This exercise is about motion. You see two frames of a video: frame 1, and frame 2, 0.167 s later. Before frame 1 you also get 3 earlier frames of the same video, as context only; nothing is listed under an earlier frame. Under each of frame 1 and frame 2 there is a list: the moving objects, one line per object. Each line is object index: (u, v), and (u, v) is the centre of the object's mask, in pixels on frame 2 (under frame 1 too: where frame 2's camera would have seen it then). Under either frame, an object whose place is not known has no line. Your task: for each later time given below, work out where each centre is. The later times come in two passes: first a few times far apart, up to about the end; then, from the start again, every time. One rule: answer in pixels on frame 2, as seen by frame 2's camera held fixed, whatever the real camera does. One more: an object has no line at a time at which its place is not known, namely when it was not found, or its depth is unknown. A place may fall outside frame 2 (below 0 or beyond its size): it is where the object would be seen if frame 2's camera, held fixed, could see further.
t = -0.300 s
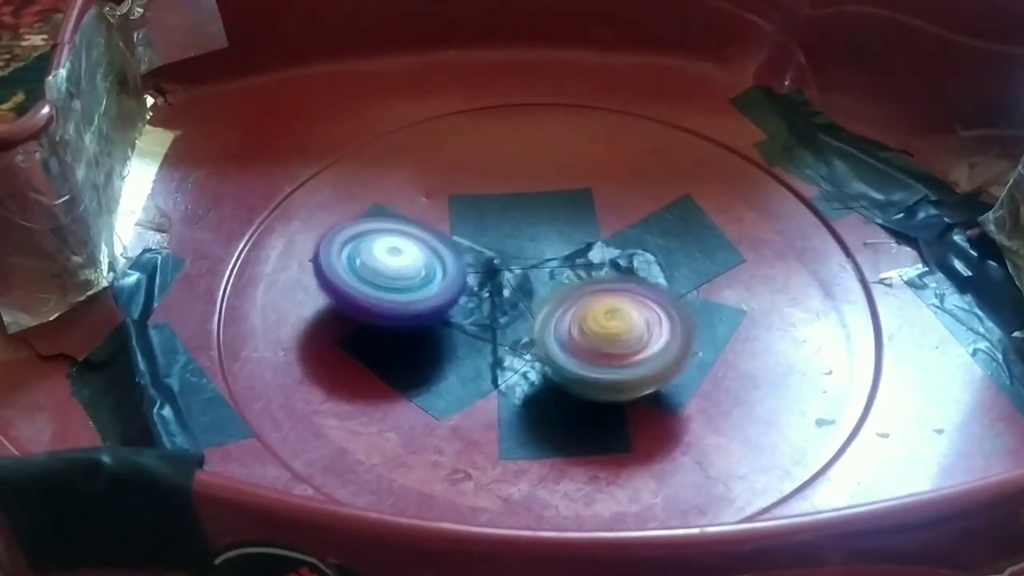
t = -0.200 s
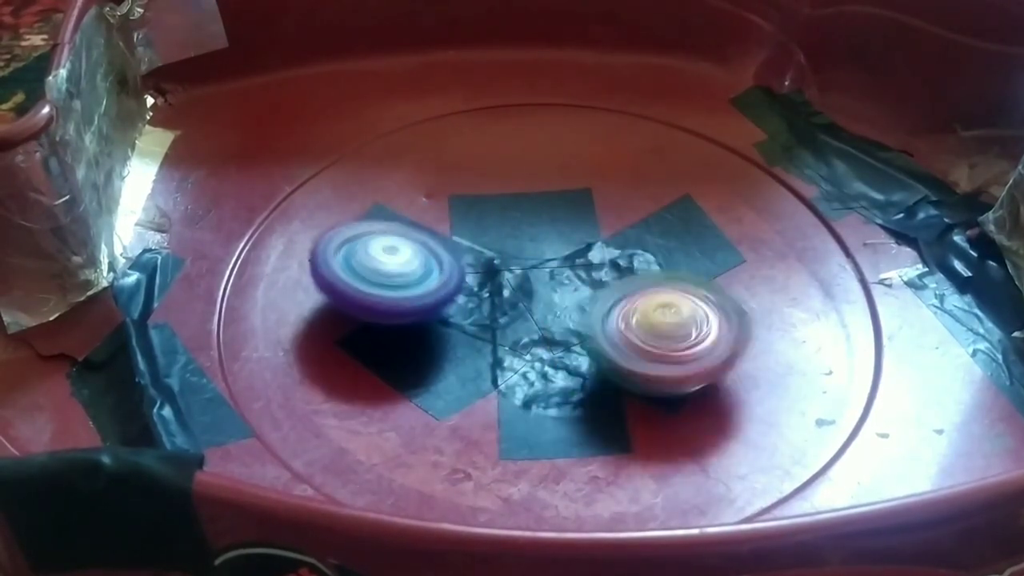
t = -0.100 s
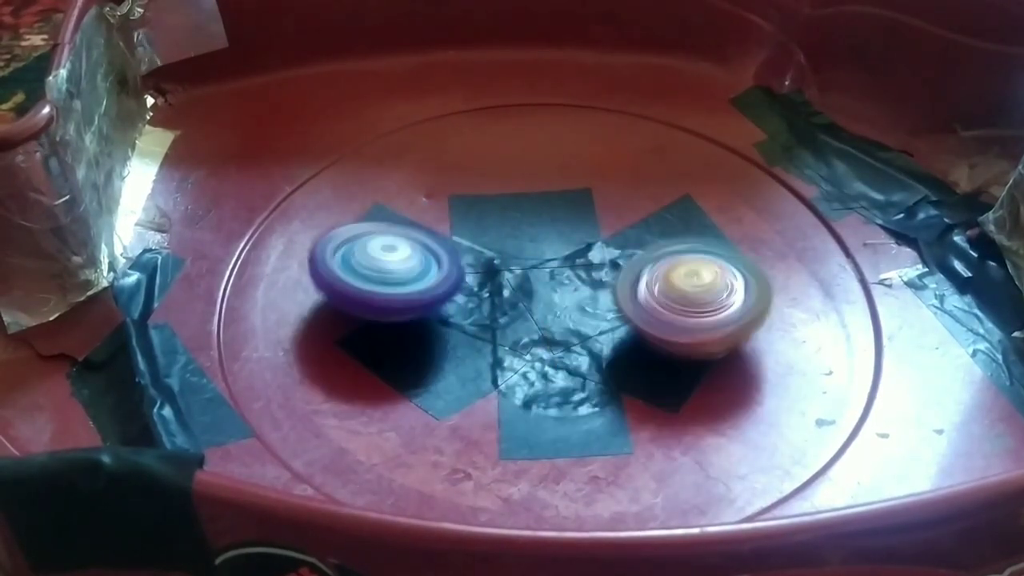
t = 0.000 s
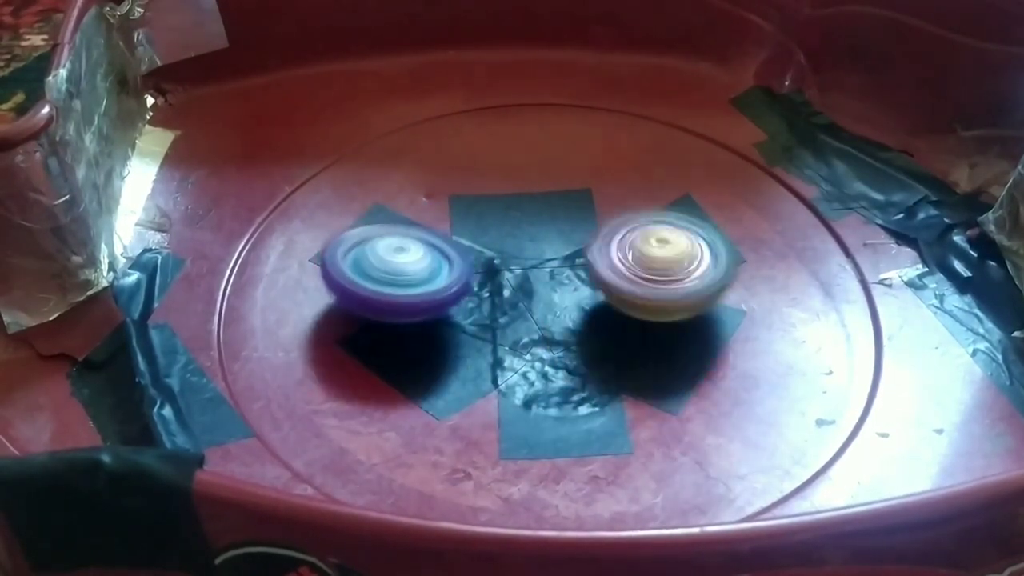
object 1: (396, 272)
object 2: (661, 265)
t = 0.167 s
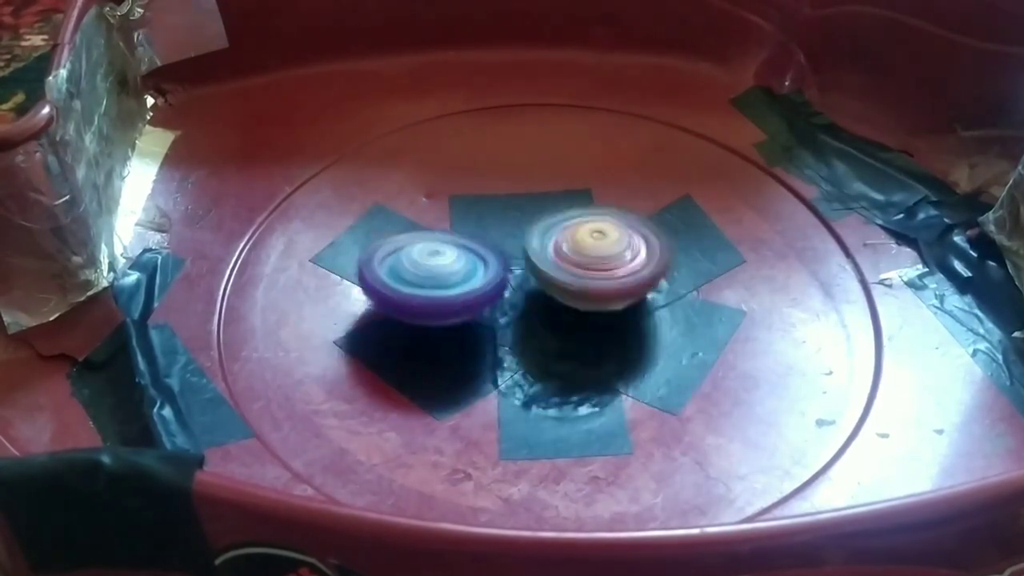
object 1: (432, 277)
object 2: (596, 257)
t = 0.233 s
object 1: (434, 287)
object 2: (600, 251)
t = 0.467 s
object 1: (455, 297)
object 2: (609, 238)
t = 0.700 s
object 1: (470, 307)
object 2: (622, 242)
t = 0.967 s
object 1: (492, 316)
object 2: (629, 248)
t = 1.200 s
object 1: (466, 329)
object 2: (633, 269)
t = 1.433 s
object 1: (450, 322)
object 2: (608, 268)
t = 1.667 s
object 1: (434, 310)
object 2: (639, 317)
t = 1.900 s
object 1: (435, 295)
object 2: (684, 265)
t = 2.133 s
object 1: (453, 293)
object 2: (601, 256)
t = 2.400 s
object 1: (442, 295)
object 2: (591, 259)
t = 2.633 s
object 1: (443, 295)
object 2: (630, 257)
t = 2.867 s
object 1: (459, 297)
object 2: (618, 274)
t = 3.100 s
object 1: (466, 305)
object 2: (612, 259)
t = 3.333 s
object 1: (470, 310)
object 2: (622, 265)
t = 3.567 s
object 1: (471, 312)
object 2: (617, 269)
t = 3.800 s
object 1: (475, 318)
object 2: (620, 260)
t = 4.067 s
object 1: (439, 320)
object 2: (622, 247)
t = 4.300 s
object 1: (433, 306)
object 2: (625, 273)
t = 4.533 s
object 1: (455, 298)
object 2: (616, 271)
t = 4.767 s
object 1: (469, 299)
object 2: (618, 265)
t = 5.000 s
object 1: (450, 303)
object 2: (618, 237)
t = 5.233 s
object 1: (445, 302)
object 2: (604, 248)
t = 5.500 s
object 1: (447, 302)
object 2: (620, 276)
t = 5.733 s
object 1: (456, 301)
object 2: (610, 259)
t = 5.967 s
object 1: (468, 297)
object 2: (624, 263)
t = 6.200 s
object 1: (476, 300)
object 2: (625, 262)
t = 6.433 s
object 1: (477, 300)
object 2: (628, 260)
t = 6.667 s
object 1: (465, 299)
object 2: (619, 262)
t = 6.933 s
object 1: (456, 291)
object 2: (625, 259)
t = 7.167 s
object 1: (456, 292)
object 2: (615, 262)
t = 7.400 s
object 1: (455, 291)
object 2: (610, 271)
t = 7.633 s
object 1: (455, 291)
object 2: (635, 273)
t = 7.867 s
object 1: (458, 292)
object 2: (624, 268)
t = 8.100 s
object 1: (457, 292)
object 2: (631, 274)
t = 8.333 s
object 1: (457, 293)
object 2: (638, 277)
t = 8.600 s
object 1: (458, 292)
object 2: (625, 269)
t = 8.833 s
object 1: (458, 291)
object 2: (623, 265)
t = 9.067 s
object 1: (458, 291)
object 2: (626, 271)
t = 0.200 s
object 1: (439, 280)
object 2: (593, 256)
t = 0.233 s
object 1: (434, 287)
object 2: (600, 251)
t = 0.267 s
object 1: (427, 293)
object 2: (603, 244)
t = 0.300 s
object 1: (429, 296)
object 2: (604, 239)
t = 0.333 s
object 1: (435, 296)
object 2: (607, 234)
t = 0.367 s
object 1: (440, 296)
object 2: (605, 237)
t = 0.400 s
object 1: (444, 296)
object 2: (600, 242)
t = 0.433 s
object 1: (449, 297)
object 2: (602, 242)
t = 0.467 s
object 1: (455, 297)
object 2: (609, 238)
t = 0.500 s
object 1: (459, 297)
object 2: (616, 237)
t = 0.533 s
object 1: (462, 298)
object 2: (613, 233)
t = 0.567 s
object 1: (467, 298)
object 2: (608, 228)
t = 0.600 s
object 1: (471, 298)
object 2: (604, 234)
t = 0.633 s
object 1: (472, 300)
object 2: (602, 240)
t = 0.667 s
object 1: (469, 305)
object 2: (614, 240)
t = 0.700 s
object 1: (470, 307)
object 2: (622, 242)
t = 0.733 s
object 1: (473, 309)
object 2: (622, 243)
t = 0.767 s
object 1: (476, 310)
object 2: (617, 244)
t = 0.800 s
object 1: (478, 311)
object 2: (616, 247)
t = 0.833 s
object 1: (482, 314)
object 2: (623, 250)
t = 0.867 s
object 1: (485, 313)
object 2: (627, 253)
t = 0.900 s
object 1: (487, 313)
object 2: (630, 254)
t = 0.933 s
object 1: (490, 314)
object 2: (632, 251)
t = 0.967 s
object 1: (492, 316)
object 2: (629, 248)
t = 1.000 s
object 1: (491, 319)
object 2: (626, 250)
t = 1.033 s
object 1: (491, 323)
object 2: (620, 251)
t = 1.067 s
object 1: (492, 322)
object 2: (615, 257)
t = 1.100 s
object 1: (479, 324)
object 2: (616, 259)
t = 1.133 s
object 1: (473, 328)
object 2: (618, 261)
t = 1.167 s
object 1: (469, 328)
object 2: (624, 267)
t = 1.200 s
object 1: (466, 329)
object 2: (633, 269)
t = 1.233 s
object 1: (464, 328)
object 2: (636, 266)
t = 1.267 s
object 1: (462, 328)
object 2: (638, 261)
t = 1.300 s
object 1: (458, 327)
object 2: (635, 257)
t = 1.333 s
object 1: (455, 326)
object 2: (631, 259)
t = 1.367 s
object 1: (452, 325)
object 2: (621, 258)
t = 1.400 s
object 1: (451, 324)
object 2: (609, 262)
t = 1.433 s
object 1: (450, 322)
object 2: (608, 268)
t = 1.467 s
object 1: (448, 320)
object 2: (607, 279)
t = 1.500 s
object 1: (447, 318)
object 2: (608, 285)
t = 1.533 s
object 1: (446, 316)
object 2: (607, 291)
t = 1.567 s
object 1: (445, 314)
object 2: (605, 302)
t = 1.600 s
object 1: (439, 313)
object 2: (613, 307)
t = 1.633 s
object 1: (436, 311)
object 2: (624, 313)
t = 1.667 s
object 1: (434, 310)
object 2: (639, 317)
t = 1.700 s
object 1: (432, 307)
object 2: (656, 315)
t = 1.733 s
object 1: (432, 304)
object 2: (670, 314)
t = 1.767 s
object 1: (432, 301)
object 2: (684, 303)
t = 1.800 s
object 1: (432, 300)
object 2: (690, 296)
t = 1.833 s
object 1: (431, 298)
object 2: (696, 283)
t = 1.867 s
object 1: (431, 297)
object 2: (690, 272)
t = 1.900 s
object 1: (435, 295)
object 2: (684, 265)
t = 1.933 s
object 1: (437, 294)
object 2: (670, 257)
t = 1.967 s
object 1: (440, 294)
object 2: (658, 257)
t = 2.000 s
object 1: (443, 293)
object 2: (646, 257)
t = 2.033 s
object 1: (447, 294)
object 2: (635, 258)
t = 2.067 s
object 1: (451, 292)
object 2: (624, 255)
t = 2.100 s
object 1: (454, 292)
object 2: (608, 255)
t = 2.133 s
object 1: (453, 293)
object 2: (601, 256)
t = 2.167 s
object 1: (451, 294)
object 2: (601, 256)
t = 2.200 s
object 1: (452, 294)
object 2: (601, 257)
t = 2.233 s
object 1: (451, 294)
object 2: (597, 256)
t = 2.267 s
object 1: (451, 296)
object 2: (595, 256)
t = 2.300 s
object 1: (447, 297)
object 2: (597, 255)
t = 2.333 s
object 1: (444, 296)
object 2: (596, 256)
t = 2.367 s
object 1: (442, 295)
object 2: (591, 254)
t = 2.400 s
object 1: (442, 295)
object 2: (591, 259)
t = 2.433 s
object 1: (441, 294)
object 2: (599, 261)
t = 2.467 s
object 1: (441, 295)
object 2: (604, 264)
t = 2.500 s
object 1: (441, 296)
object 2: (614, 265)
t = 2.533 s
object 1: (442, 296)
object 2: (621, 272)
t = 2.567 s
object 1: (442, 296)
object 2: (632, 268)
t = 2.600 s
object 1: (443, 296)
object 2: (632, 265)
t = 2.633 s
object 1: (443, 295)
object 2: (630, 257)
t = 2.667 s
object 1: (443, 296)
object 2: (624, 254)
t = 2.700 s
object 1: (444, 297)
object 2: (617, 248)
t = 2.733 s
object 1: (448, 297)
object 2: (612, 251)
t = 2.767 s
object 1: (451, 297)
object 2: (604, 258)
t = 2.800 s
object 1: (454, 297)
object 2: (606, 263)
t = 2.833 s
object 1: (457, 297)
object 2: (611, 267)
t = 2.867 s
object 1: (459, 297)
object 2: (618, 274)
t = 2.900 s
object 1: (461, 298)
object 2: (631, 273)
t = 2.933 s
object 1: (463, 298)
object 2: (638, 273)
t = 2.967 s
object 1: (465, 299)
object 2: (634, 269)
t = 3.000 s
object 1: (468, 300)
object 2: (632, 264)
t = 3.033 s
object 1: (471, 300)
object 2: (622, 259)
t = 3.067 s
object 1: (471, 301)
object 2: (613, 258)
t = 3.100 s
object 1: (466, 305)
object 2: (612, 259)
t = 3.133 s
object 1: (465, 305)
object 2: (617, 260)
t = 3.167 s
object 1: (465, 305)
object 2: (624, 263)
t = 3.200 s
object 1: (465, 306)
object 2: (626, 262)
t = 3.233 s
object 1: (467, 306)
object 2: (620, 261)
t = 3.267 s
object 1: (467, 307)
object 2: (617, 260)
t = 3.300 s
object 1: (469, 309)
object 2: (620, 263)
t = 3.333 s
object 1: (470, 310)
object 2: (622, 265)
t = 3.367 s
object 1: (471, 311)
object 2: (626, 265)
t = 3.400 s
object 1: (471, 311)
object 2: (626, 266)
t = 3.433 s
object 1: (471, 311)
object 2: (626, 264)
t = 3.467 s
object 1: (471, 312)
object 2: (624, 263)
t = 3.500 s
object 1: (470, 313)
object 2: (617, 261)
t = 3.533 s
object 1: (471, 313)
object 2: (617, 263)
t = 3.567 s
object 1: (471, 312)
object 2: (617, 269)
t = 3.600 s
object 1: (472, 312)
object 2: (620, 271)
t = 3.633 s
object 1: (473, 312)
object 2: (624, 272)
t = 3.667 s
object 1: (473, 312)
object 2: (628, 270)
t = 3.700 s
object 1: (474, 312)
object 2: (630, 265)
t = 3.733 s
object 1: (477, 312)
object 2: (621, 262)
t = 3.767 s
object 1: (480, 314)
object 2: (611, 259)
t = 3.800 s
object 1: (475, 318)
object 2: (620, 260)
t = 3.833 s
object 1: (467, 321)
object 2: (622, 256)
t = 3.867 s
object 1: (464, 321)
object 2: (623, 251)
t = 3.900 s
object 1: (461, 320)
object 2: (618, 249)
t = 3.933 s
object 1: (454, 323)
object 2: (617, 247)
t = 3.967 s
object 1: (450, 323)
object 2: (619, 247)
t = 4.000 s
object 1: (447, 322)
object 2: (619, 249)
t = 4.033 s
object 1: (443, 320)
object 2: (621, 247)
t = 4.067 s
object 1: (439, 320)
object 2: (622, 247)
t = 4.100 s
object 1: (437, 317)
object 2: (621, 250)
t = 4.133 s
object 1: (434, 317)
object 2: (616, 251)
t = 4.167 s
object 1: (431, 314)
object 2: (613, 256)
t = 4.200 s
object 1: (431, 313)
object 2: (613, 262)
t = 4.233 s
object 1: (431, 310)
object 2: (619, 266)
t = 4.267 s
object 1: (431, 308)
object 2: (623, 273)
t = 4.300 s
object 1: (433, 306)
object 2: (625, 273)
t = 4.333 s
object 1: (435, 303)
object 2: (633, 268)
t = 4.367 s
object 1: (437, 305)
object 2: (631, 268)
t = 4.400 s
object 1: (441, 301)
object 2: (627, 264)
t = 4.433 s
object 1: (444, 300)
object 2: (624, 263)
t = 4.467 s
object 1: (449, 299)
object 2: (622, 266)
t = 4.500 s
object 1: (452, 299)
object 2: (618, 269)
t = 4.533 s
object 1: (455, 298)
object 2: (616, 271)
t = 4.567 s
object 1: (458, 298)
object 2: (619, 271)
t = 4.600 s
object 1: (460, 297)
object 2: (620, 267)
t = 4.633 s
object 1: (464, 297)
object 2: (621, 267)
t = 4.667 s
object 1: (466, 297)
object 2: (616, 266)
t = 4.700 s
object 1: (467, 298)
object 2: (618, 266)
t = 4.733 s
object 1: (469, 297)
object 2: (623, 266)
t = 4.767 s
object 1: (469, 299)
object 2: (618, 265)
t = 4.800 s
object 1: (462, 302)
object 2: (628, 259)
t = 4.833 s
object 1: (460, 303)
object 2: (635, 257)
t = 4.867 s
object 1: (456, 304)
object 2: (628, 255)
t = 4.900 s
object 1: (453, 303)
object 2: (628, 248)
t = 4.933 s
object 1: (451, 303)
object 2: (632, 243)
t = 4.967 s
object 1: (451, 303)
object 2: (625, 241)
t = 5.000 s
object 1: (450, 303)
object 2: (618, 237)
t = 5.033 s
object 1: (448, 303)
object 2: (612, 235)
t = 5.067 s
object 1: (445, 302)
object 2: (606, 233)
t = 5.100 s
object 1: (444, 302)
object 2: (607, 235)
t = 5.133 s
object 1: (443, 302)
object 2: (606, 238)
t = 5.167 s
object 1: (444, 300)
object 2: (607, 240)
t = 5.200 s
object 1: (445, 301)
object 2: (608, 245)
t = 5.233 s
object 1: (445, 302)
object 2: (604, 248)
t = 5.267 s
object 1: (444, 301)
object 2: (595, 252)
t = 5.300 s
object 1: (446, 301)
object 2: (586, 258)
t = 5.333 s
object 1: (447, 302)
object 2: (588, 259)
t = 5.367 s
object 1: (447, 303)
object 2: (595, 265)
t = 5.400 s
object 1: (447, 302)
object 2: (597, 271)
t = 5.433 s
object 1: (447, 301)
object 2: (602, 269)
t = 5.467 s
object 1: (449, 301)
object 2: (611, 270)
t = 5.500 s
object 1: (447, 302)
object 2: (620, 276)
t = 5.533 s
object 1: (449, 301)
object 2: (623, 271)
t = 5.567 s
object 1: (450, 302)
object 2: (628, 264)
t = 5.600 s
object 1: (451, 301)
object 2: (628, 263)
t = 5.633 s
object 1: (454, 301)
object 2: (623, 260)
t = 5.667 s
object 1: (455, 301)
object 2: (614, 255)
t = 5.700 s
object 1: (457, 302)
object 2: (612, 256)
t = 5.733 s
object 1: (456, 301)
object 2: (610, 259)
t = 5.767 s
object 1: (458, 301)
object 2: (610, 261)
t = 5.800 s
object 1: (460, 301)
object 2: (618, 260)
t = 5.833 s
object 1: (462, 300)
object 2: (617, 264)
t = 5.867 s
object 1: (463, 299)
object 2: (617, 262)
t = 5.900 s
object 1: (464, 299)
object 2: (622, 260)
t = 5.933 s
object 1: (466, 299)
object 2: (628, 262)
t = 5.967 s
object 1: (468, 297)
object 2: (624, 263)
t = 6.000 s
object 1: (470, 297)
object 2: (619, 261)
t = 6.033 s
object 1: (472, 298)
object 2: (617, 260)
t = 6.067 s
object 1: (473, 298)
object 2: (622, 262)
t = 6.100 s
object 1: (475, 299)
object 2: (624, 263)
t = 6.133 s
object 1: (476, 300)
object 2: (623, 262)
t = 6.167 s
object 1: (476, 299)
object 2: (626, 261)
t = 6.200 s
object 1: (476, 300)
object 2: (625, 262)
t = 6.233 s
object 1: (477, 300)
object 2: (623, 262)
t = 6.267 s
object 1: (478, 300)
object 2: (623, 261)
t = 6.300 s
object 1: (477, 301)
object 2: (625, 260)
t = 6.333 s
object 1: (478, 300)
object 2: (621, 262)
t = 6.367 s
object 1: (477, 300)
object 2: (623, 262)
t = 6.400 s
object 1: (476, 302)
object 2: (625, 259)
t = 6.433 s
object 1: (477, 300)
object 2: (628, 260)
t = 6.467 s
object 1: (474, 300)
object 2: (620, 262)
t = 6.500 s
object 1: (474, 301)
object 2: (618, 262)
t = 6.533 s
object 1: (473, 300)
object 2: (620, 258)
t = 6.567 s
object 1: (471, 300)
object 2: (630, 259)
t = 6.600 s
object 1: (468, 300)
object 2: (631, 264)
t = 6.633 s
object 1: (467, 299)
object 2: (624, 265)
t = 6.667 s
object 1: (465, 299)
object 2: (619, 262)
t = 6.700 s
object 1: (463, 297)
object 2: (617, 261)
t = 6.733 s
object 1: (460, 295)
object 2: (626, 262)
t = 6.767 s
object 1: (458, 295)
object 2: (629, 265)
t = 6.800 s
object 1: (457, 294)
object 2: (628, 263)
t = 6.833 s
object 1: (455, 292)
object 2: (620, 262)
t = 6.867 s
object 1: (457, 293)
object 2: (618, 261)
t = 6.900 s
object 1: (457, 293)
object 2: (621, 259)
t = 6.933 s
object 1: (456, 291)
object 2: (625, 259)
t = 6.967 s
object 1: (458, 293)
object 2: (626, 261)
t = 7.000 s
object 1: (458, 293)
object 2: (622, 264)
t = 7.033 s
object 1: (454, 292)
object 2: (612, 265)
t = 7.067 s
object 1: (455, 292)
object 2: (605, 265)
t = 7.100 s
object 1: (455, 292)
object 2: (605, 264)
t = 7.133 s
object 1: (454, 292)
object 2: (610, 263)
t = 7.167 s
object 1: (456, 292)
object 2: (615, 262)
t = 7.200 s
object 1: (455, 292)
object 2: (622, 265)
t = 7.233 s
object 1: (454, 292)
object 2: (623, 271)
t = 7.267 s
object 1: (455, 290)
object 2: (620, 272)
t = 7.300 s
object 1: (455, 291)
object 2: (615, 273)
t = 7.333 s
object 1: (454, 292)
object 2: (611, 271)
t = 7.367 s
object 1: (456, 291)
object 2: (608, 271)
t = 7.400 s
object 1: (455, 291)
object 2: (610, 271)
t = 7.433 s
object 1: (455, 291)
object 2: (614, 270)
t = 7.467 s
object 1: (456, 290)
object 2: (618, 270)
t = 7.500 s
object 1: (455, 291)
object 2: (619, 271)
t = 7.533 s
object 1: (455, 291)
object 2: (623, 274)
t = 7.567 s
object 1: (456, 290)
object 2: (626, 274)
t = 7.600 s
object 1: (455, 290)
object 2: (631, 276)
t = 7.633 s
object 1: (455, 291)
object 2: (635, 273)
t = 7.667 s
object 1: (457, 289)
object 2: (636, 277)
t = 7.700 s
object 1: (455, 291)
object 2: (635, 276)
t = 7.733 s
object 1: (456, 291)
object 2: (632, 274)
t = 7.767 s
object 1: (456, 289)
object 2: (629, 273)
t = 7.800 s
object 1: (456, 292)
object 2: (627, 271)
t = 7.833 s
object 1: (458, 291)
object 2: (626, 269)
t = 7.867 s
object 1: (458, 292)
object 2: (624, 268)
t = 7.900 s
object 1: (456, 292)
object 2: (623, 266)
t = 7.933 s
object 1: (457, 292)
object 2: (623, 266)
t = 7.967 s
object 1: (457, 291)
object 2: (623, 267)
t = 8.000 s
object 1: (456, 292)
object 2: (624, 268)
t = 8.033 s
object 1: (456, 291)
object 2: (626, 270)
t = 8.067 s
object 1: (456, 292)
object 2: (628, 272)
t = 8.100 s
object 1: (457, 292)
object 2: (631, 274)
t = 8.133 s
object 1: (456, 292)
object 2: (633, 275)
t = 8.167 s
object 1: (456, 293)
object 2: (635, 276)
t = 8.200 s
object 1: (457, 292)
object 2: (637, 277)
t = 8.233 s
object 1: (456, 293)
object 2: (639, 278)
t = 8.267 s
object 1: (456, 292)
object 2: (640, 278)
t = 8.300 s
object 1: (457, 292)
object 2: (640, 278)
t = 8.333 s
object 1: (457, 293)
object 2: (638, 277)
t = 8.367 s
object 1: (456, 292)
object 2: (636, 277)
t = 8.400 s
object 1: (457, 292)
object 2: (634, 276)
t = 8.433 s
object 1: (457, 292)
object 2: (633, 275)
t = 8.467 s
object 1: (458, 291)
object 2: (632, 274)
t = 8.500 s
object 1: (457, 293)
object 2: (630, 273)
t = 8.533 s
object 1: (456, 293)
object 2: (628, 272)
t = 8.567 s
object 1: (457, 291)
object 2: (626, 270)
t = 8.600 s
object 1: (458, 292)
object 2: (625, 269)
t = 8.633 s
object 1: (457, 291)
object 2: (624, 267)
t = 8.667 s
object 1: (457, 292)
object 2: (623, 266)
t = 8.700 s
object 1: (457, 293)
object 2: (623, 265)
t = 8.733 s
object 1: (458, 291)
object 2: (623, 265)
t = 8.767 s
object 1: (458, 292)
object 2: (623, 264)
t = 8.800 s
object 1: (457, 291)
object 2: (623, 265)
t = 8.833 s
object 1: (458, 291)
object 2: (623, 265)
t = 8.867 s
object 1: (457, 292)
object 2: (623, 266)
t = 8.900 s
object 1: (458, 291)
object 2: (623, 267)
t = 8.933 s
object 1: (457, 292)
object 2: (624, 267)
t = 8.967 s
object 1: (457, 291)
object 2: (624, 268)
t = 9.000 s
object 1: (457, 291)
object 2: (625, 269)
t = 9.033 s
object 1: (457, 292)
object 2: (625, 270)
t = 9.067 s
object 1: (458, 291)
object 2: (626, 271)
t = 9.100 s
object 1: (457, 291)
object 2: (627, 271)
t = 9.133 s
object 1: (456, 291)
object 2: (627, 271)
